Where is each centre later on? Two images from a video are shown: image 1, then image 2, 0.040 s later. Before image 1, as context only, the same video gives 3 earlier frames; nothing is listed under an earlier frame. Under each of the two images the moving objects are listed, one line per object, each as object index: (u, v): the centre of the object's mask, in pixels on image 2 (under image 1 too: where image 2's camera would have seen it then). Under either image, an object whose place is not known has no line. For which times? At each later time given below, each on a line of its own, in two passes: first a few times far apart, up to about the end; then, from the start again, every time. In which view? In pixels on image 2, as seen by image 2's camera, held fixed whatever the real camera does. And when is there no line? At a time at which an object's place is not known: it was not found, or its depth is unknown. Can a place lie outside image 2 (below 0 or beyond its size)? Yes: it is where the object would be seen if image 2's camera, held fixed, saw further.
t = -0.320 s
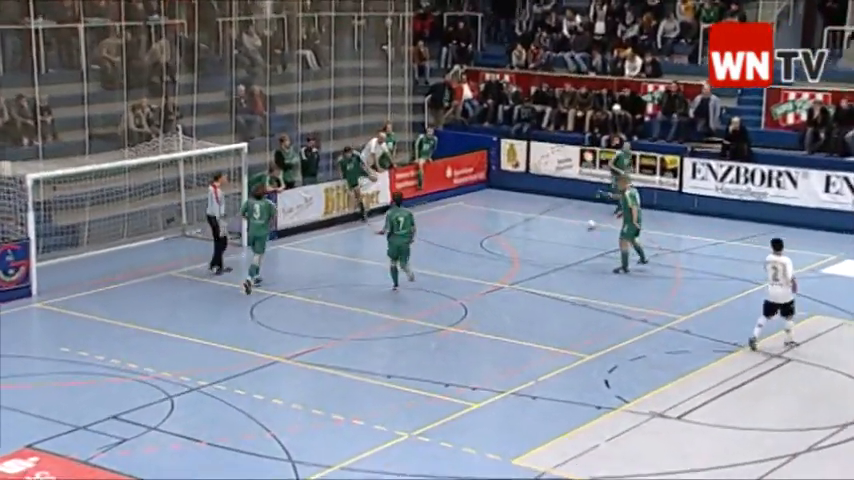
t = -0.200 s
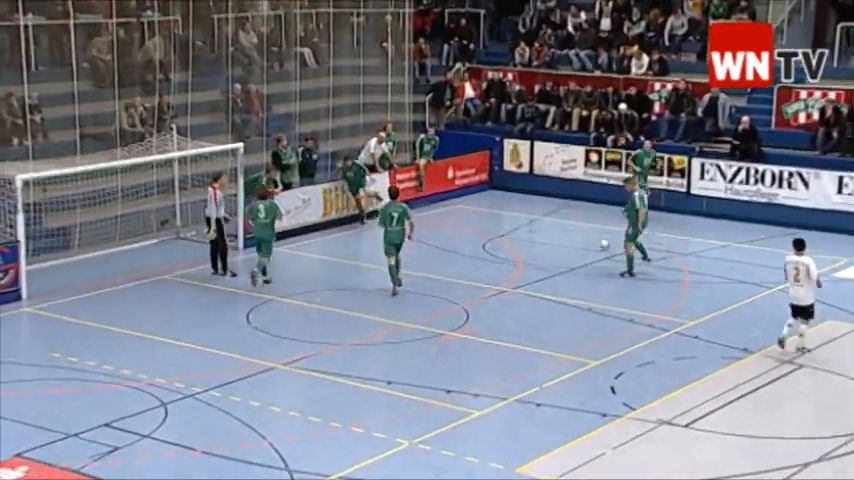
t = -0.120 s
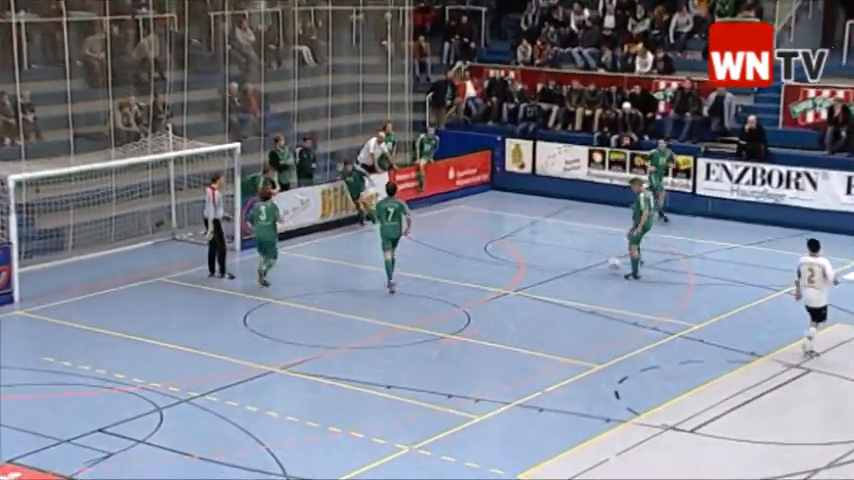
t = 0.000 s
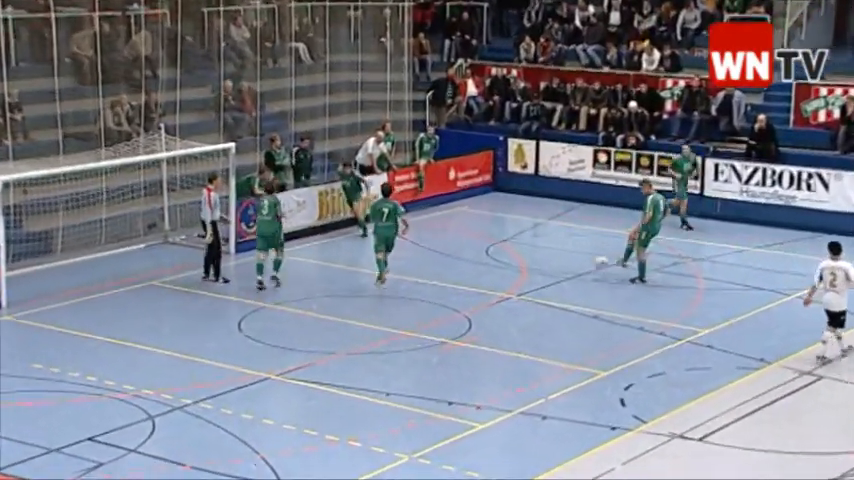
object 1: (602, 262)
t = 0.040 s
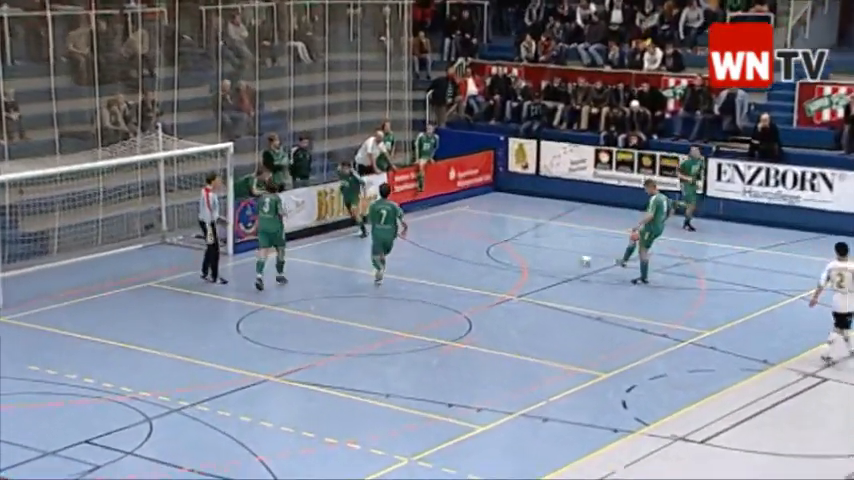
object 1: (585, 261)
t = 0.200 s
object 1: (523, 264)
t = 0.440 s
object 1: (443, 269)
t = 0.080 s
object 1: (571, 260)
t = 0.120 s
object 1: (554, 261)
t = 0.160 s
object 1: (537, 262)
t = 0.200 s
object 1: (523, 264)
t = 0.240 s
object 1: (506, 267)
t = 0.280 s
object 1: (489, 272)
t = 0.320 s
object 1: (474, 277)
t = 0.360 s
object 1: (463, 274)
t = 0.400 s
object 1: (453, 271)
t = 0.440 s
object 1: (443, 269)
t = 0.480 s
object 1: (432, 268)
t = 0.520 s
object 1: (422, 269)
